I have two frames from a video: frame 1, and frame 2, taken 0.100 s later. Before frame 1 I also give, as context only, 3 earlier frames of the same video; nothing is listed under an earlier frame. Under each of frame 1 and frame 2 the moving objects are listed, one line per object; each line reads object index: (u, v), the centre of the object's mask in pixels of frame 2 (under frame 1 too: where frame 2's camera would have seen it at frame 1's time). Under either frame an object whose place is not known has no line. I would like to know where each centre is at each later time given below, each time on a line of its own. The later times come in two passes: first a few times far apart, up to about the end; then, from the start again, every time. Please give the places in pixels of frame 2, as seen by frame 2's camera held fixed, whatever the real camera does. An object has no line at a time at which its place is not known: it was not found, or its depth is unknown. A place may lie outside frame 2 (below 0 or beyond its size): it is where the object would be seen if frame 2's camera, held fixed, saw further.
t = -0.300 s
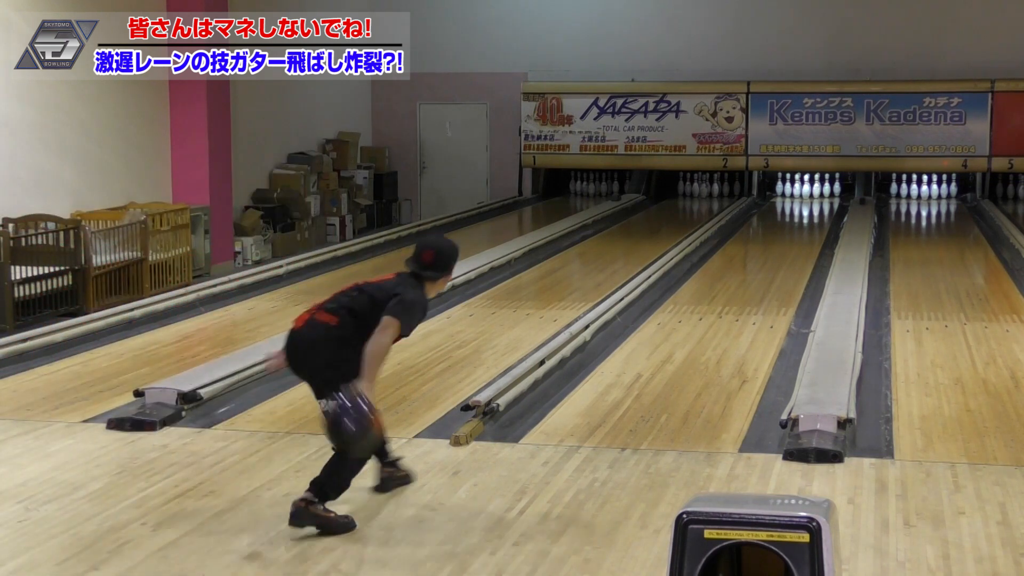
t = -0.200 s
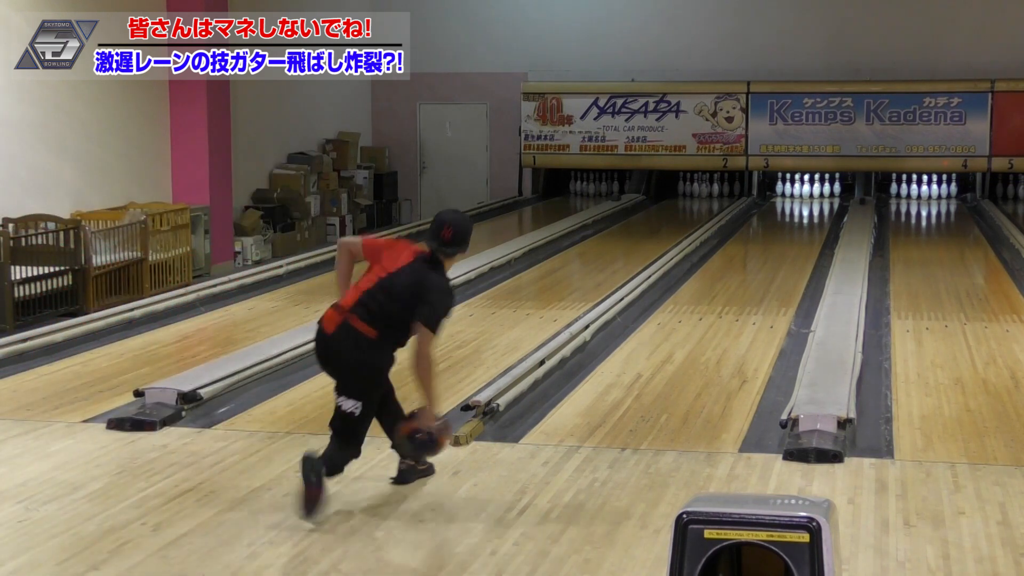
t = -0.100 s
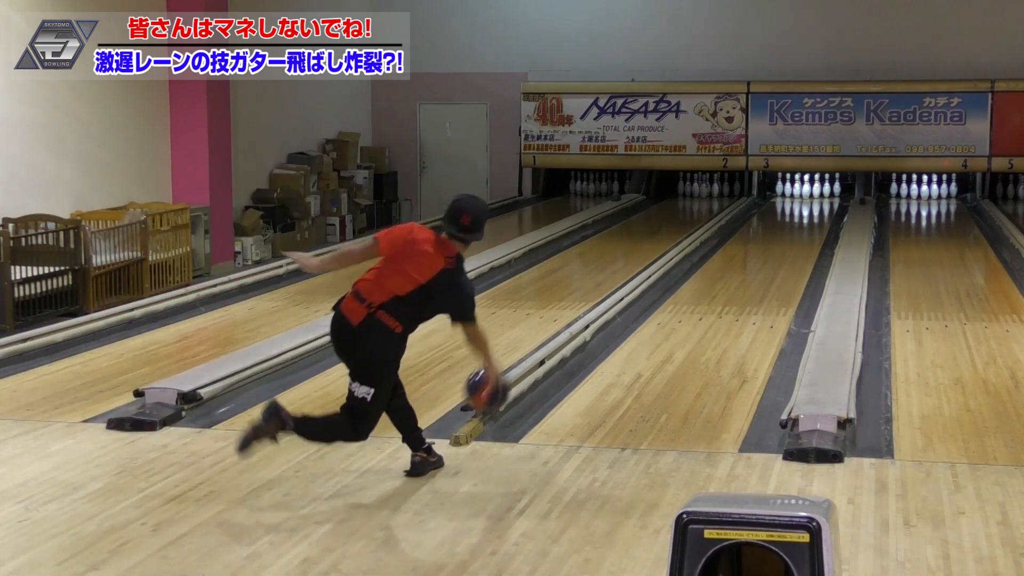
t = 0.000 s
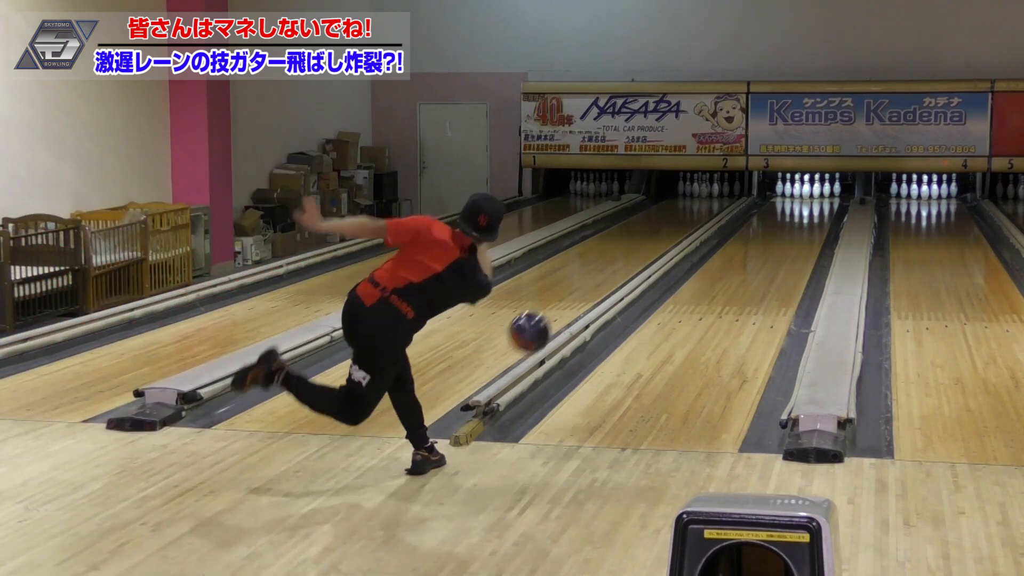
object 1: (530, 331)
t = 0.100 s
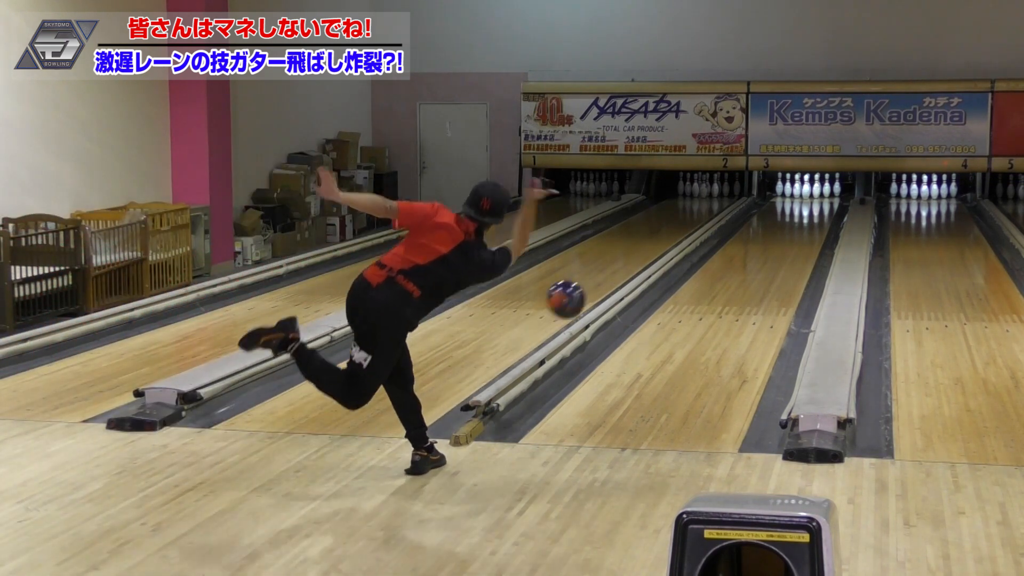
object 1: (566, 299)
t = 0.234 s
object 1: (606, 287)
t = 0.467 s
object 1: (664, 323)
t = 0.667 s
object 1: (700, 299)
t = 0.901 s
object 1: (733, 277)
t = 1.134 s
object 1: (757, 260)
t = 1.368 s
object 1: (775, 245)
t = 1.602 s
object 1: (789, 233)
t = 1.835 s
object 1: (798, 222)
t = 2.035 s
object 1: (803, 215)
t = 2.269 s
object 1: (806, 208)
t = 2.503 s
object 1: (806, 201)
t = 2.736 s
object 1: (803, 194)
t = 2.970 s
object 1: (790, 192)
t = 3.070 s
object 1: (783, 190)
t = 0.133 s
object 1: (577, 293)
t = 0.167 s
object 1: (587, 289)
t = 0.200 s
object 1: (597, 287)
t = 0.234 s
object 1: (606, 287)
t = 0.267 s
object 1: (615, 289)
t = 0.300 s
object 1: (624, 292)
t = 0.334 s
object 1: (633, 297)
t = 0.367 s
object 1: (640, 303)
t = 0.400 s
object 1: (649, 312)
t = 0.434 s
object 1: (656, 320)
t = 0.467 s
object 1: (664, 323)
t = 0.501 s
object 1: (670, 317)
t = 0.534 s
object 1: (676, 313)
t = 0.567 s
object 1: (683, 310)
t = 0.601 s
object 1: (688, 307)
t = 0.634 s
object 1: (694, 303)
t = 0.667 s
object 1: (700, 299)
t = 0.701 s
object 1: (705, 296)
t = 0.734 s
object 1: (710, 293)
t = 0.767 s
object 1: (715, 290)
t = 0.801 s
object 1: (719, 286)
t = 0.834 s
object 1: (724, 283)
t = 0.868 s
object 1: (728, 280)
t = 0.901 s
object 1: (733, 277)
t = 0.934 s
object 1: (737, 274)
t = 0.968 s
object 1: (740, 272)
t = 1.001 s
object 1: (744, 269)
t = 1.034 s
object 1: (748, 267)
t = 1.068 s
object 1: (751, 264)
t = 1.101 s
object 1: (754, 262)
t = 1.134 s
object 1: (757, 260)
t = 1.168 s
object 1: (760, 257)
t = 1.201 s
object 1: (763, 255)
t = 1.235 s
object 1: (766, 253)
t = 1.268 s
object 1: (768, 251)
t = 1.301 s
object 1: (771, 249)
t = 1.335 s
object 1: (773, 247)
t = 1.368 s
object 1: (775, 245)
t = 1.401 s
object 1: (777, 243)
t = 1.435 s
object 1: (780, 241)
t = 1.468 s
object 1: (782, 239)
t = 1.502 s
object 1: (783, 237)
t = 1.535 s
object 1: (786, 236)
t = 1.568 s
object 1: (787, 234)
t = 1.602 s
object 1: (789, 233)
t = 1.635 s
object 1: (790, 231)
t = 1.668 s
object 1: (792, 229)
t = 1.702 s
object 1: (793, 228)
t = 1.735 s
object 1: (795, 226)
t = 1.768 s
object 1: (796, 225)
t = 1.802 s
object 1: (797, 223)
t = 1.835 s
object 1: (798, 222)
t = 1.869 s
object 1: (799, 221)
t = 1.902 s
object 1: (800, 219)
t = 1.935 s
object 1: (802, 218)
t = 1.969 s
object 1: (802, 217)
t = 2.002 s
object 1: (803, 216)
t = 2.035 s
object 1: (803, 215)
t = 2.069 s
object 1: (804, 214)
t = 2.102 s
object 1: (805, 212)
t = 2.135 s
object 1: (806, 211)
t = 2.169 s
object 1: (806, 210)
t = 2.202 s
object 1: (806, 209)
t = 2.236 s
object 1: (807, 208)
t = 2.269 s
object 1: (806, 208)
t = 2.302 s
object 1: (806, 206)
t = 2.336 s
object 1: (807, 205)
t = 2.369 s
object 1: (807, 204)
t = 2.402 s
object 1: (807, 204)
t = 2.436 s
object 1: (806, 203)
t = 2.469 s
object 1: (806, 202)
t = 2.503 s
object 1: (806, 201)
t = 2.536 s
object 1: (806, 200)
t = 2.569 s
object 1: (806, 199)
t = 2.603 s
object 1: (805, 198)
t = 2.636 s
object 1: (805, 197)
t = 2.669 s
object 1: (804, 196)
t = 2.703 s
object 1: (804, 195)
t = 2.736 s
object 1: (803, 194)
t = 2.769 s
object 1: (802, 193)
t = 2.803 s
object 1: (800, 193)
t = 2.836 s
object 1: (798, 192)
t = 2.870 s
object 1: (796, 190)
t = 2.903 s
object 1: (793, 192)
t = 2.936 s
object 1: (791, 191)
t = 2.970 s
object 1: (790, 192)
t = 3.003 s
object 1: (788, 191)
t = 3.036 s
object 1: (785, 191)
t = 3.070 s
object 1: (783, 190)
